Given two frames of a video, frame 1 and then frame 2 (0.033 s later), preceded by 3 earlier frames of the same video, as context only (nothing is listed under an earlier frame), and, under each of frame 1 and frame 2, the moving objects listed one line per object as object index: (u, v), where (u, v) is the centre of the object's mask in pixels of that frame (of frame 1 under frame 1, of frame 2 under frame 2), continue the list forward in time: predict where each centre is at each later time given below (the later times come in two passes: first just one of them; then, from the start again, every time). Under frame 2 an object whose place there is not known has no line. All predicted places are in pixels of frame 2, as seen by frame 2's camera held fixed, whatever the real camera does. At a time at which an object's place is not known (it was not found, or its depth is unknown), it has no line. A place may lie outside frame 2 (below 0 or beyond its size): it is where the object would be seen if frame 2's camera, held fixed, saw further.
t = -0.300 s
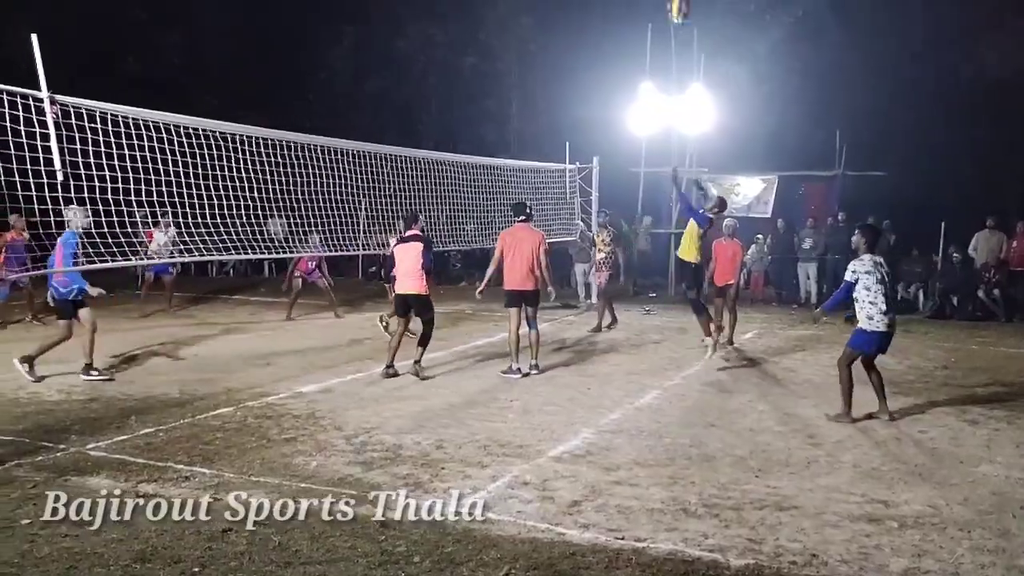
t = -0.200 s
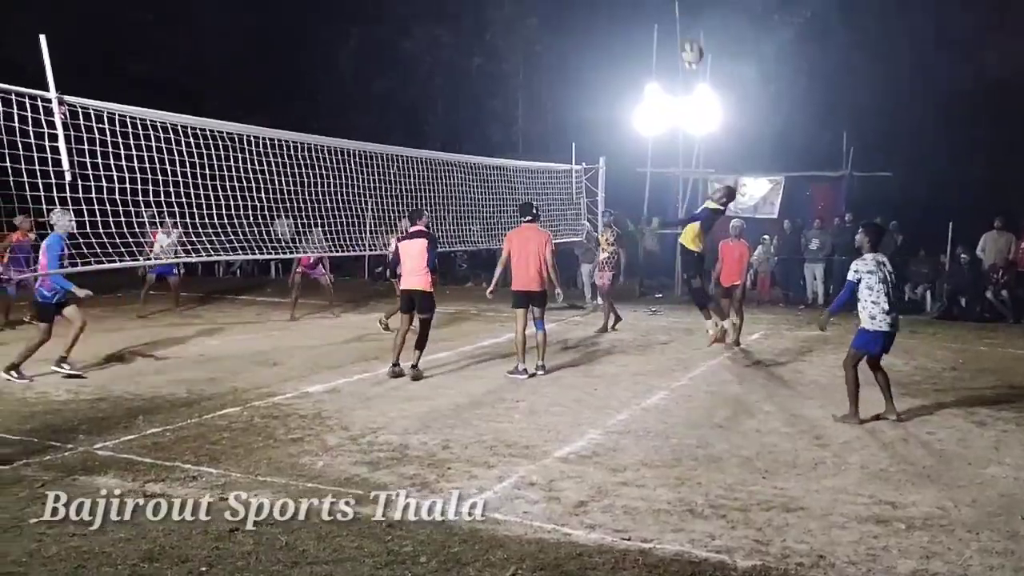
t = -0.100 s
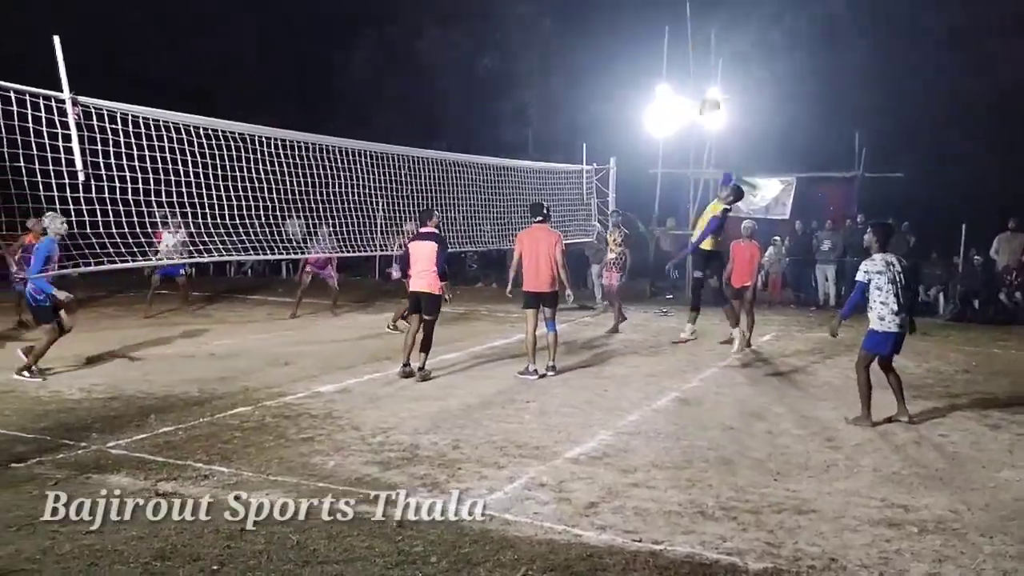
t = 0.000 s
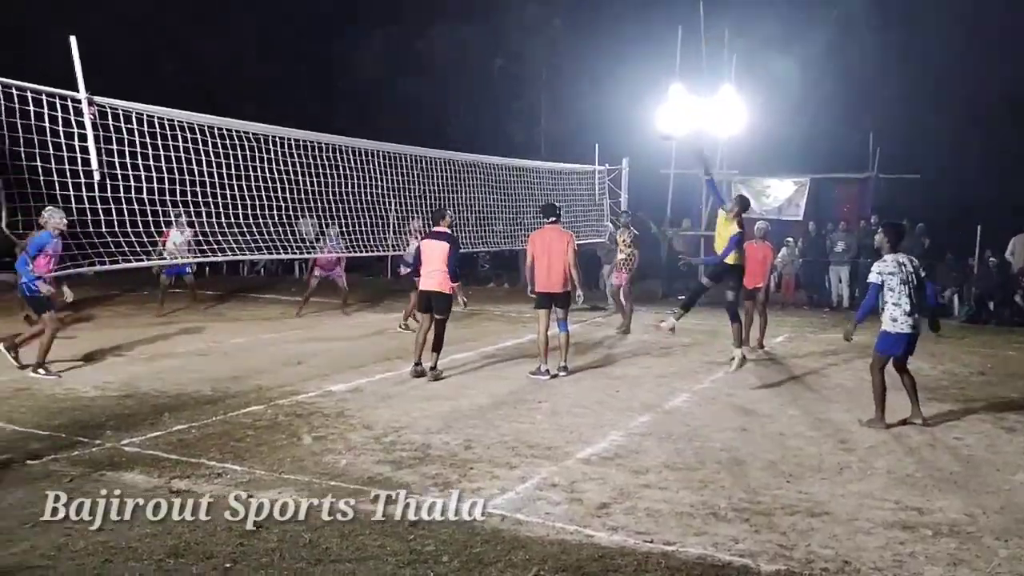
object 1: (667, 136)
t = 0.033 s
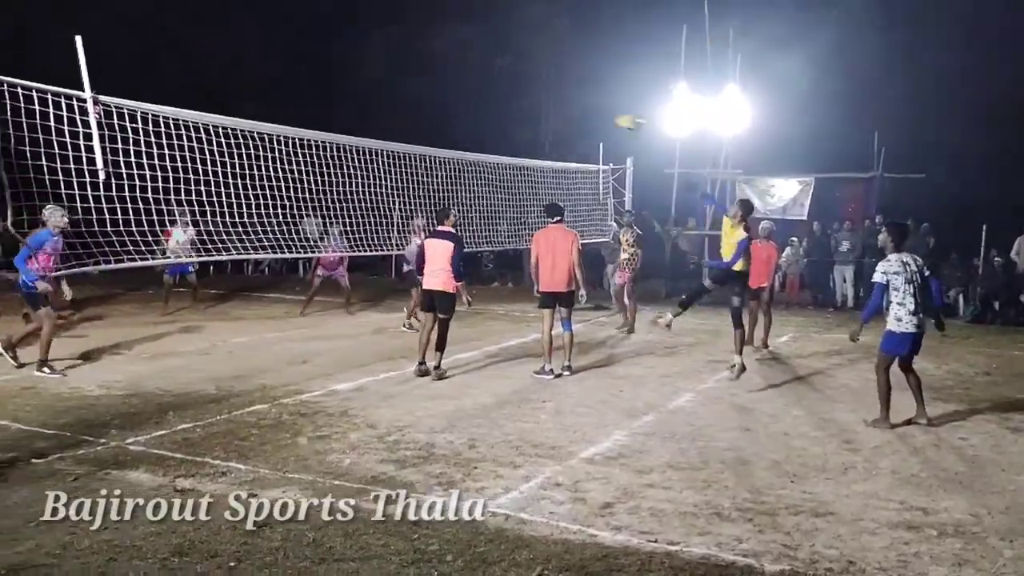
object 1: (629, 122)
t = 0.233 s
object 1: (388, 100)
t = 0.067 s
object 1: (588, 115)
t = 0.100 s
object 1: (546, 107)
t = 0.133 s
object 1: (505, 104)
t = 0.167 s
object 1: (466, 102)
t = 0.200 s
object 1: (427, 101)
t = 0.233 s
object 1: (388, 100)
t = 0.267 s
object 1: (350, 102)
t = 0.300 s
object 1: (314, 105)
